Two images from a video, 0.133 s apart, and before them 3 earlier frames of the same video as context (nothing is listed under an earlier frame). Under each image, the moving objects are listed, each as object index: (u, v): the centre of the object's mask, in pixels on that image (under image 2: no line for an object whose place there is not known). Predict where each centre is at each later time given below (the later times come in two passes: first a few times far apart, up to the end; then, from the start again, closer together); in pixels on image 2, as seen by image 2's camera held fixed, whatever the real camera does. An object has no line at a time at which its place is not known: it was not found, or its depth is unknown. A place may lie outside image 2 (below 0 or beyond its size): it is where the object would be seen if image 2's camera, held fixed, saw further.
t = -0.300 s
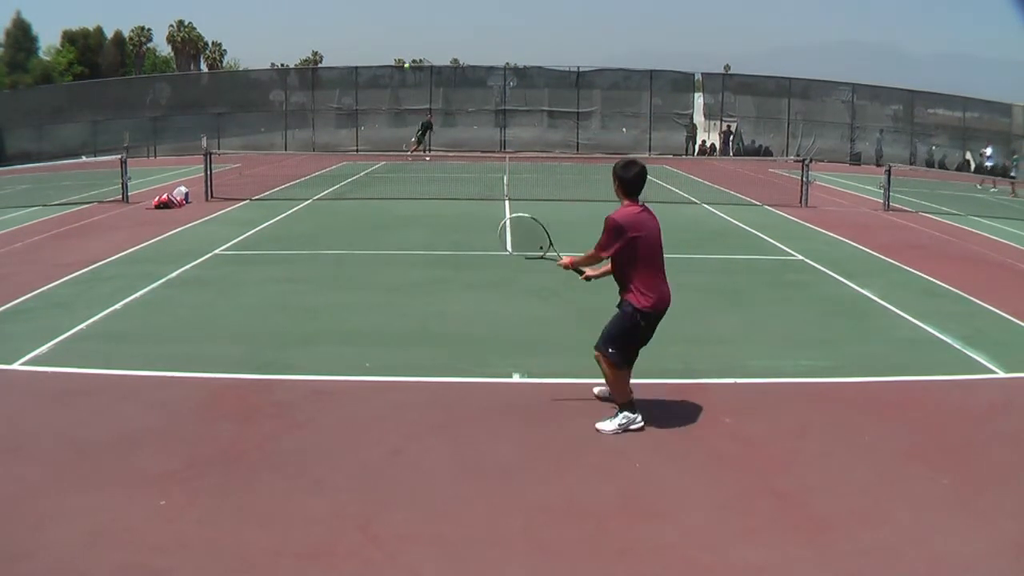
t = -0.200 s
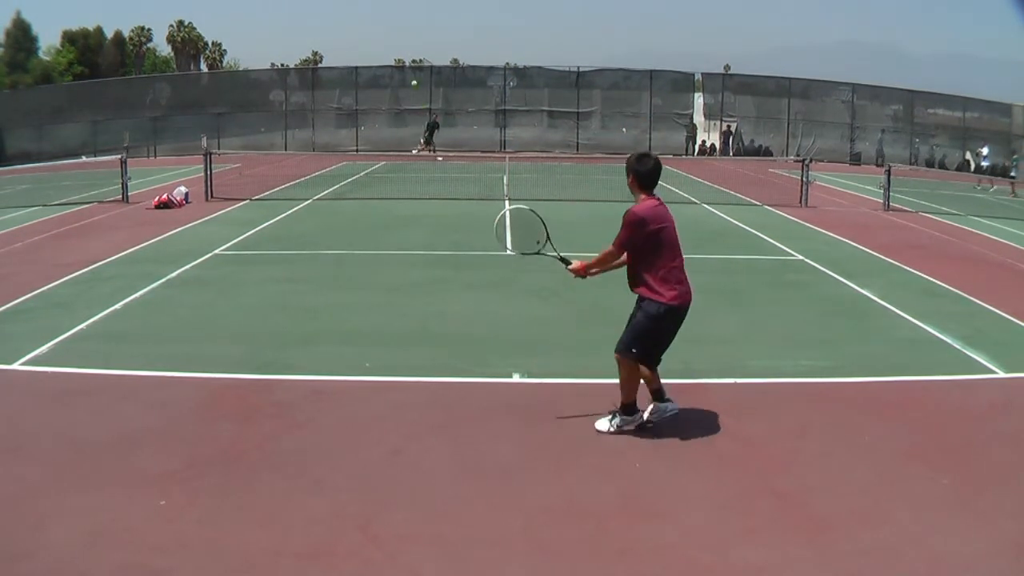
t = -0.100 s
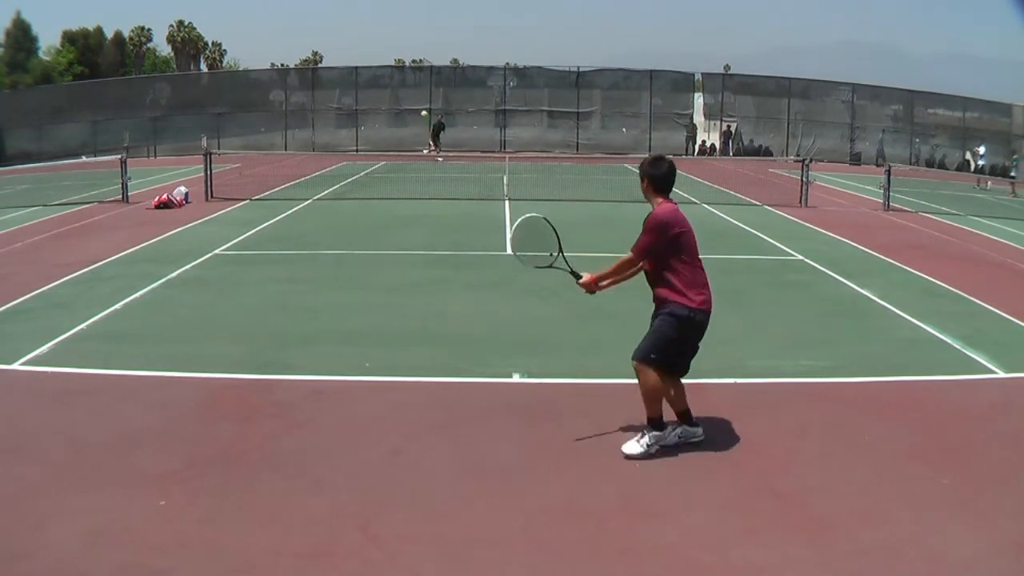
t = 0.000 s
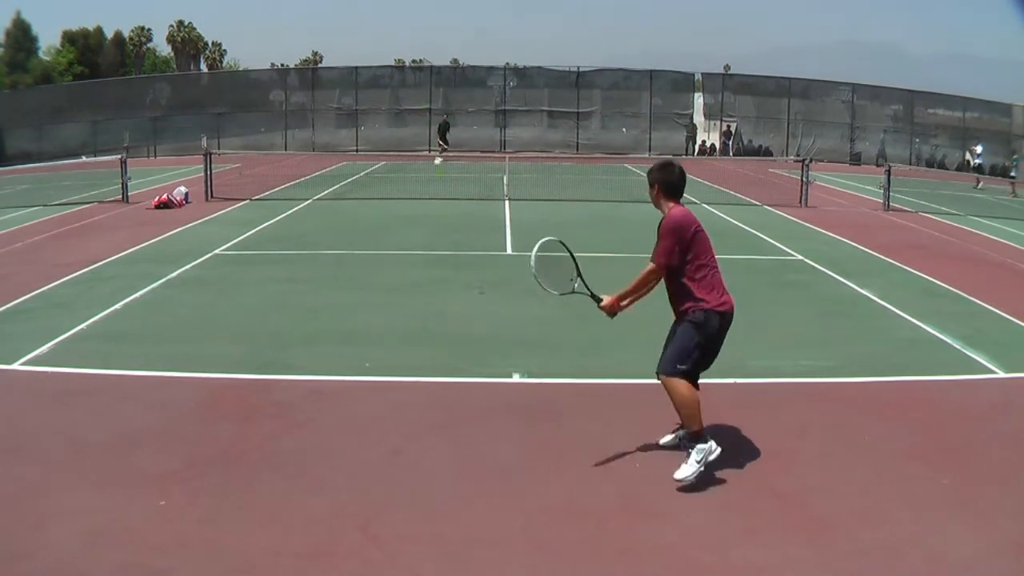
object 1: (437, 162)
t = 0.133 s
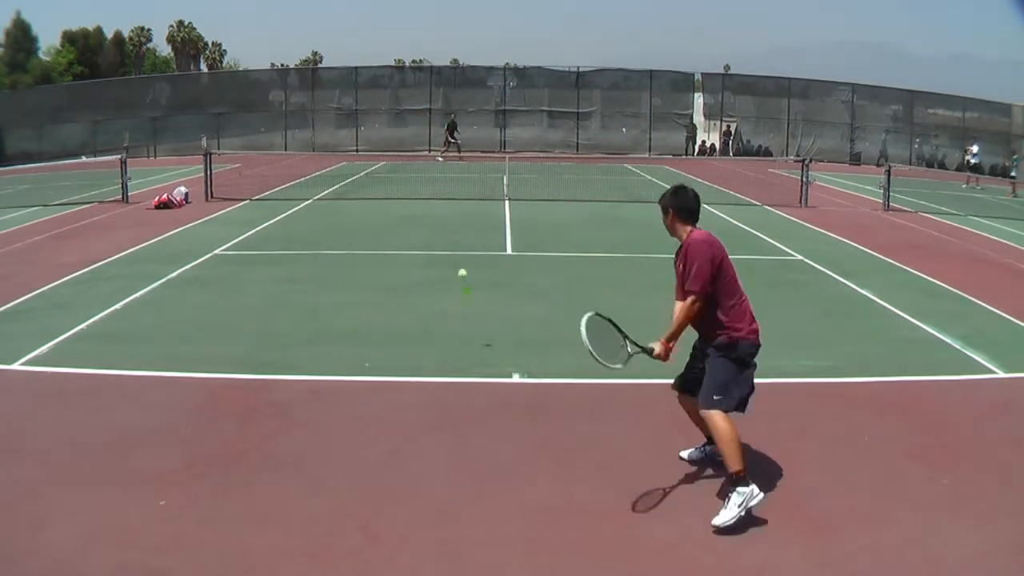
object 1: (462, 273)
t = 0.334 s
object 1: (515, 339)
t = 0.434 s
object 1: (551, 292)
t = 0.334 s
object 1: (515, 339)
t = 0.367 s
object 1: (525, 323)
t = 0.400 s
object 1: (538, 307)
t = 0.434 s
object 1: (551, 292)
